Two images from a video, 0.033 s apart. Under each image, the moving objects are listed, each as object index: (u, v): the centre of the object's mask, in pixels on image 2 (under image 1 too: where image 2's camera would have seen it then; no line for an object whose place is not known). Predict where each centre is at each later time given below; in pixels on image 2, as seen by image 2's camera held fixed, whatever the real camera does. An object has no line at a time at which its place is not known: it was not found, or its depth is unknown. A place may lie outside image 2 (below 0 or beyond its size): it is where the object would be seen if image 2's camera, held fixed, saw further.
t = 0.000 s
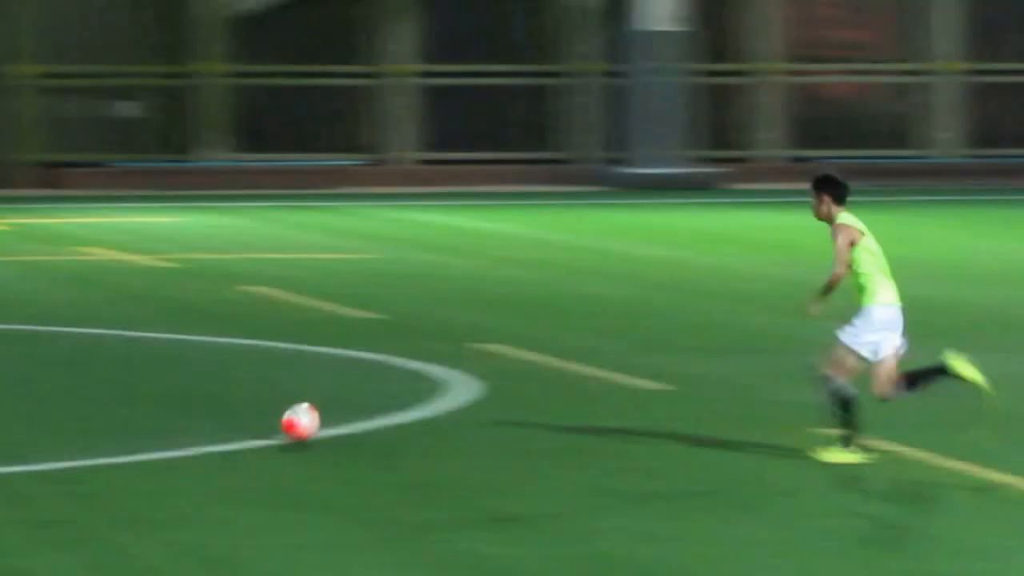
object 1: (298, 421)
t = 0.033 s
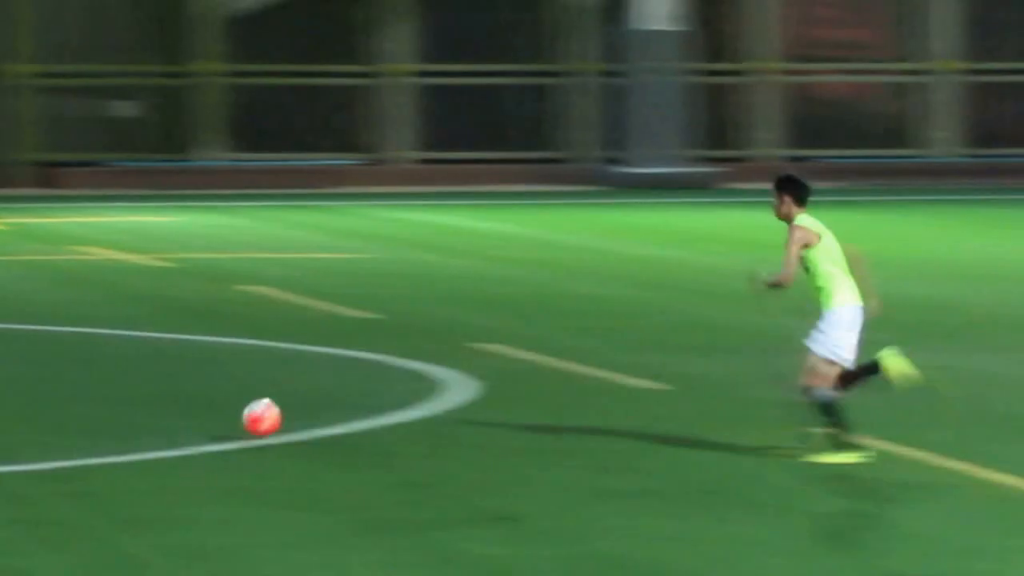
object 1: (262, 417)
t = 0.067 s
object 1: (224, 413)
